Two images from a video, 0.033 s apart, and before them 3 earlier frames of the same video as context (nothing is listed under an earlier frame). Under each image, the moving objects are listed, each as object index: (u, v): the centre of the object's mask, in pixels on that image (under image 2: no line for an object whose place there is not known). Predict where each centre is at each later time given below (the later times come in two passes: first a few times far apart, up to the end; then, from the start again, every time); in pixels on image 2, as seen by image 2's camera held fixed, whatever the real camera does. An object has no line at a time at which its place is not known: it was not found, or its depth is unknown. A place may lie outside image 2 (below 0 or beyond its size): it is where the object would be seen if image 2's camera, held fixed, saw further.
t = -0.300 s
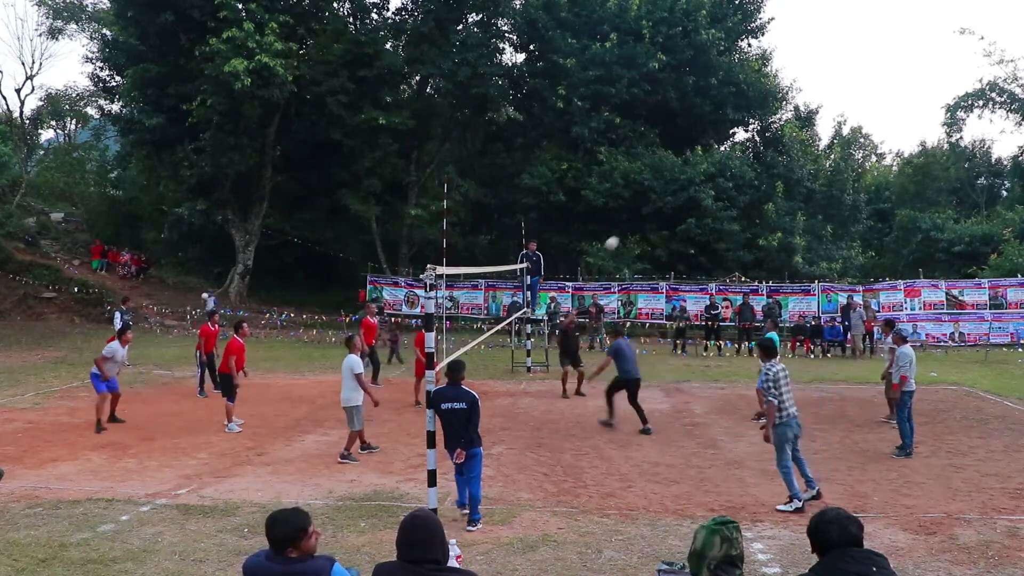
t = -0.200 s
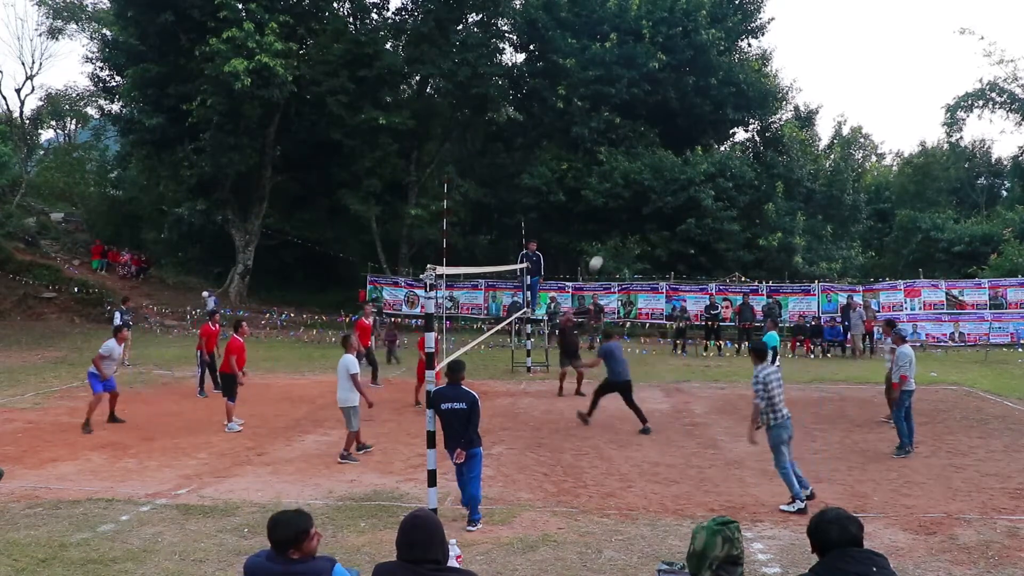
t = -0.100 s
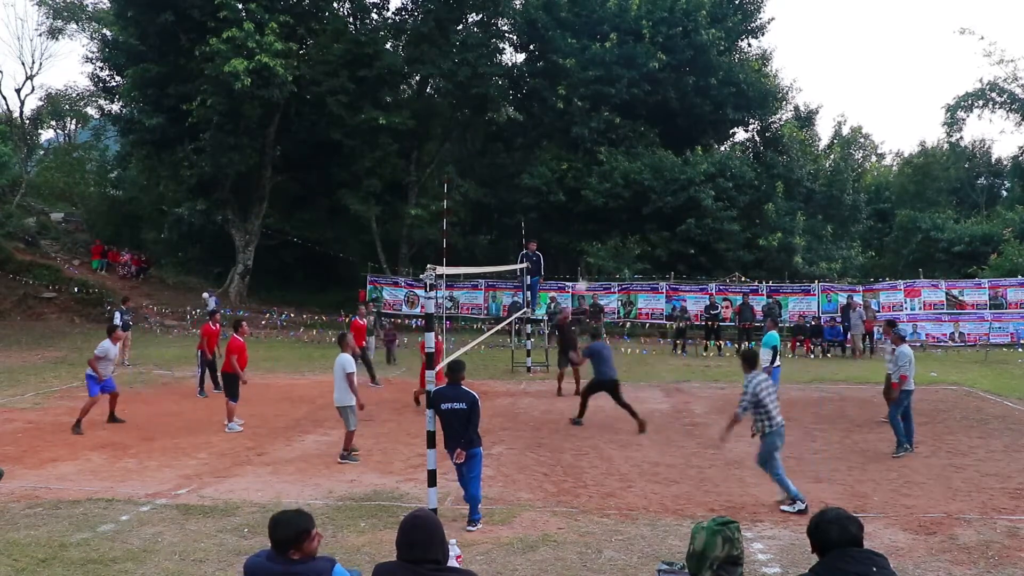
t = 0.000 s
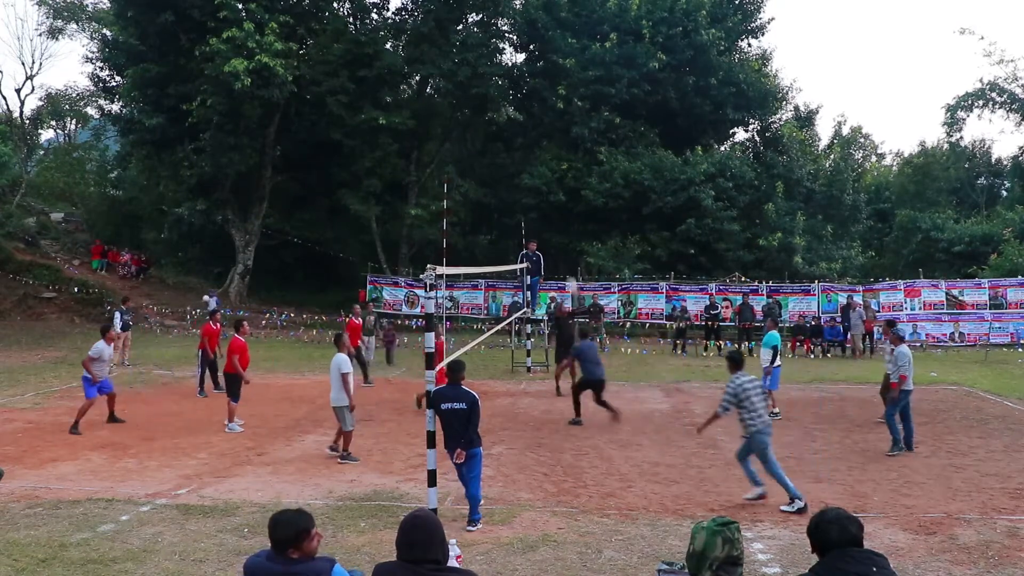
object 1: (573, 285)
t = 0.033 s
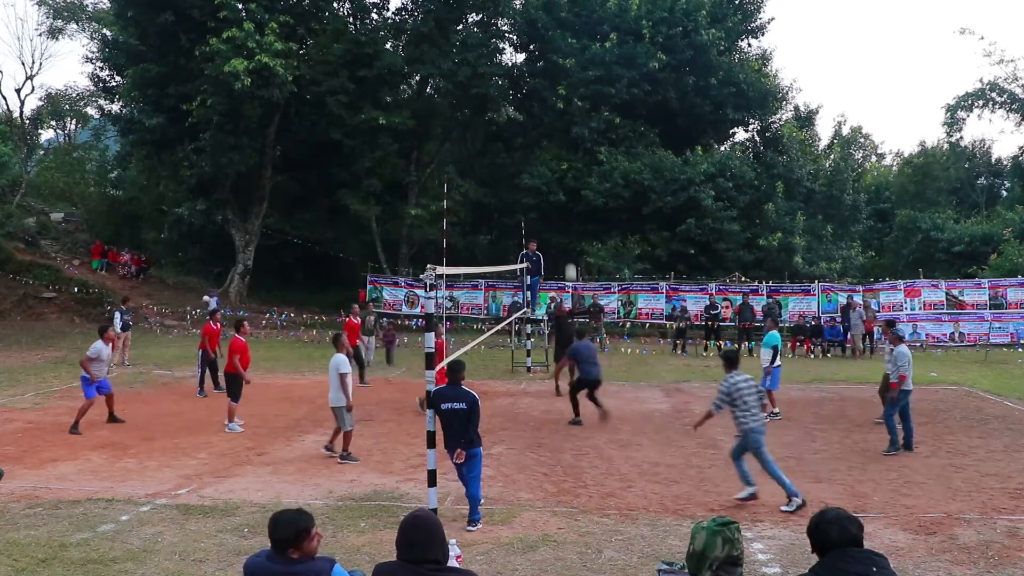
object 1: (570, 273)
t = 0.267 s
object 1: (566, 193)
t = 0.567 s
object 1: (560, 127)
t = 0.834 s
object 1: (555, 111)
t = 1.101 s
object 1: (550, 141)
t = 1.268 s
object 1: (547, 188)
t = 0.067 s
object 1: (570, 260)
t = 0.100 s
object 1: (569, 247)
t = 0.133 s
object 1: (569, 236)
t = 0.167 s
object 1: (568, 224)
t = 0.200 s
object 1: (567, 213)
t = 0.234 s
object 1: (567, 203)
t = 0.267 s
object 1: (566, 193)
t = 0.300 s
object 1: (565, 183)
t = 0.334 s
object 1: (565, 174)
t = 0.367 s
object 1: (564, 166)
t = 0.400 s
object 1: (563, 158)
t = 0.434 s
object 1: (563, 150)
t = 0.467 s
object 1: (562, 143)
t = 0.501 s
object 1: (562, 137)
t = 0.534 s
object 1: (561, 132)
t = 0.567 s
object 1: (560, 127)
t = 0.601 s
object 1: (560, 123)
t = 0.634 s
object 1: (559, 119)
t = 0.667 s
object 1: (558, 116)
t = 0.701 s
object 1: (558, 114)
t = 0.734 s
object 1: (557, 112)
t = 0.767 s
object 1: (557, 111)
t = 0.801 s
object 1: (556, 111)
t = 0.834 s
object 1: (555, 111)
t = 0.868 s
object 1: (555, 112)
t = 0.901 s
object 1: (554, 114)
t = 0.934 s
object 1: (553, 117)
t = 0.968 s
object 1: (553, 120)
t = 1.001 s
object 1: (552, 124)
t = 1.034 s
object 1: (551, 129)
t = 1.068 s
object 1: (551, 135)
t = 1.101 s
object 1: (550, 141)
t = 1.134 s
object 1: (549, 149)
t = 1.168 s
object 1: (549, 157)
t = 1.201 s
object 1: (548, 166)
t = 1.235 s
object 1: (547, 176)
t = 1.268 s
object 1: (547, 188)
